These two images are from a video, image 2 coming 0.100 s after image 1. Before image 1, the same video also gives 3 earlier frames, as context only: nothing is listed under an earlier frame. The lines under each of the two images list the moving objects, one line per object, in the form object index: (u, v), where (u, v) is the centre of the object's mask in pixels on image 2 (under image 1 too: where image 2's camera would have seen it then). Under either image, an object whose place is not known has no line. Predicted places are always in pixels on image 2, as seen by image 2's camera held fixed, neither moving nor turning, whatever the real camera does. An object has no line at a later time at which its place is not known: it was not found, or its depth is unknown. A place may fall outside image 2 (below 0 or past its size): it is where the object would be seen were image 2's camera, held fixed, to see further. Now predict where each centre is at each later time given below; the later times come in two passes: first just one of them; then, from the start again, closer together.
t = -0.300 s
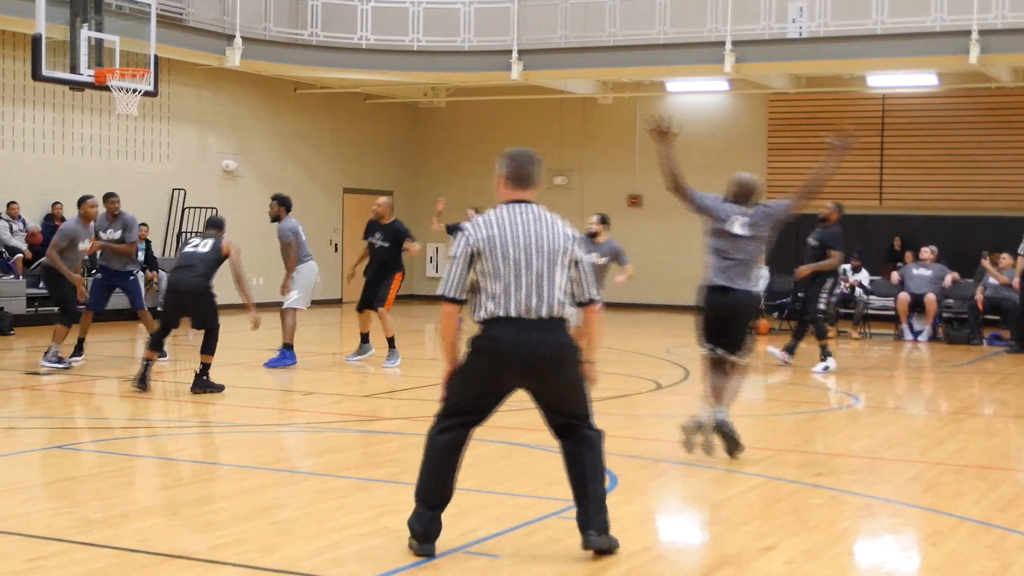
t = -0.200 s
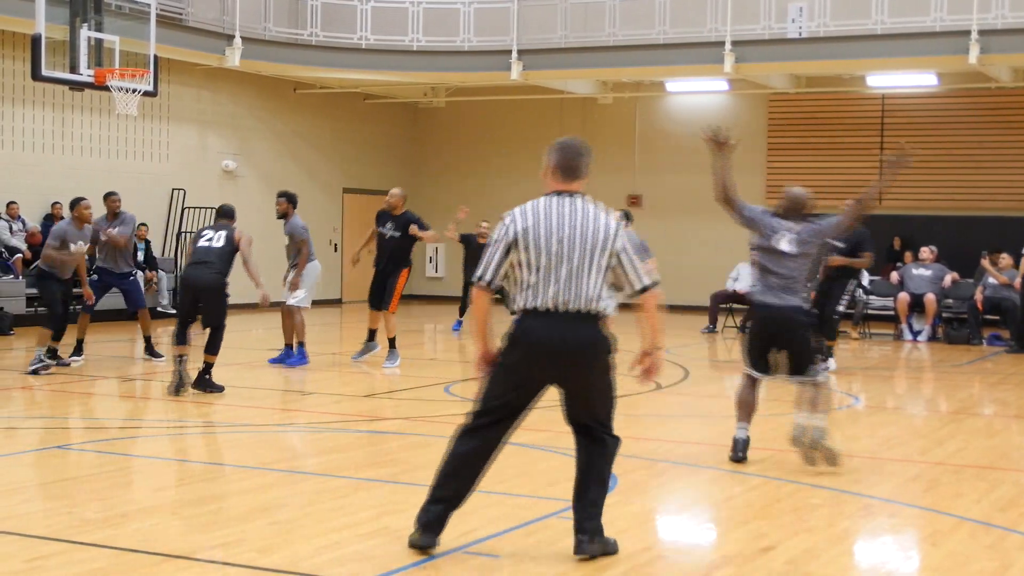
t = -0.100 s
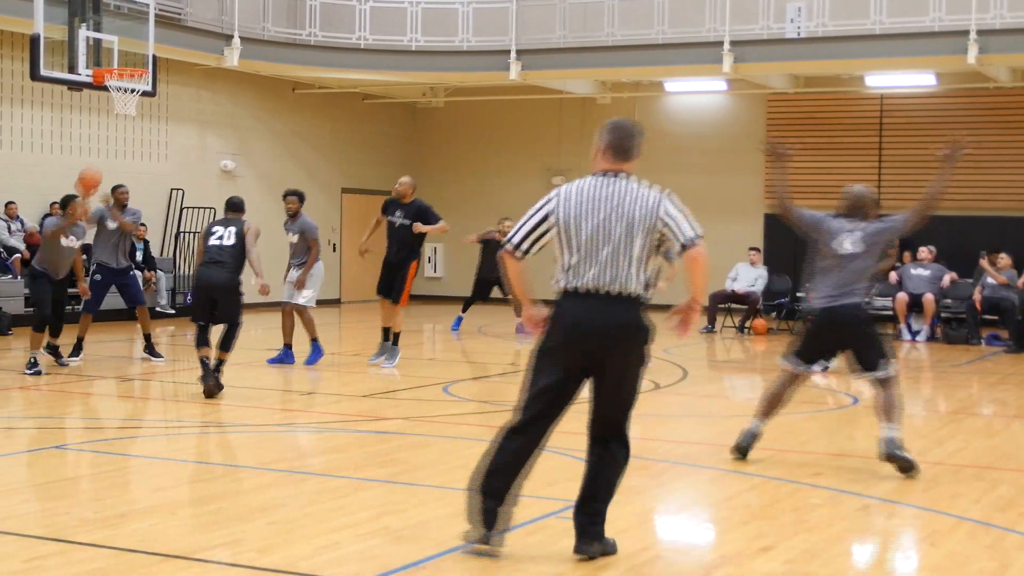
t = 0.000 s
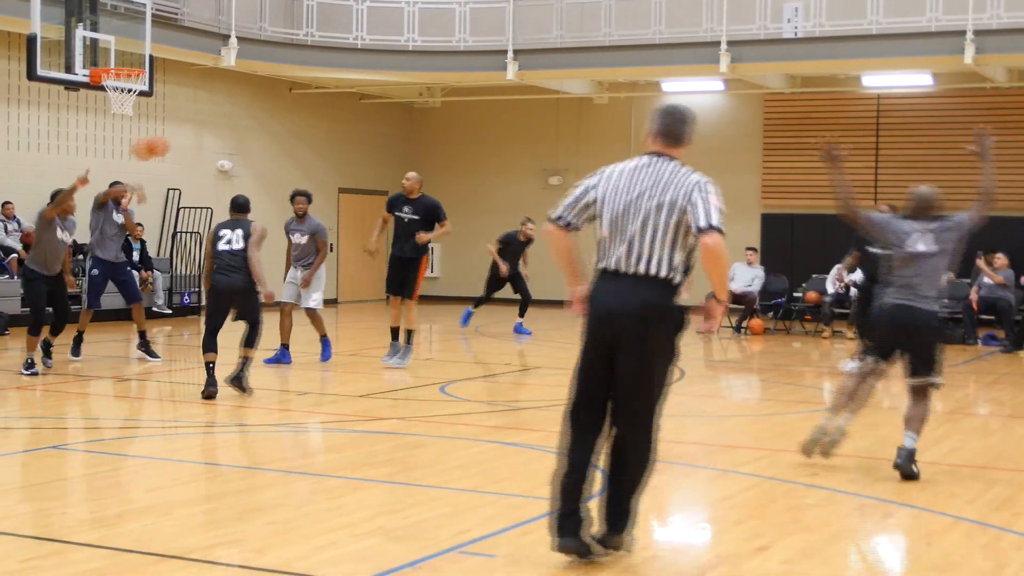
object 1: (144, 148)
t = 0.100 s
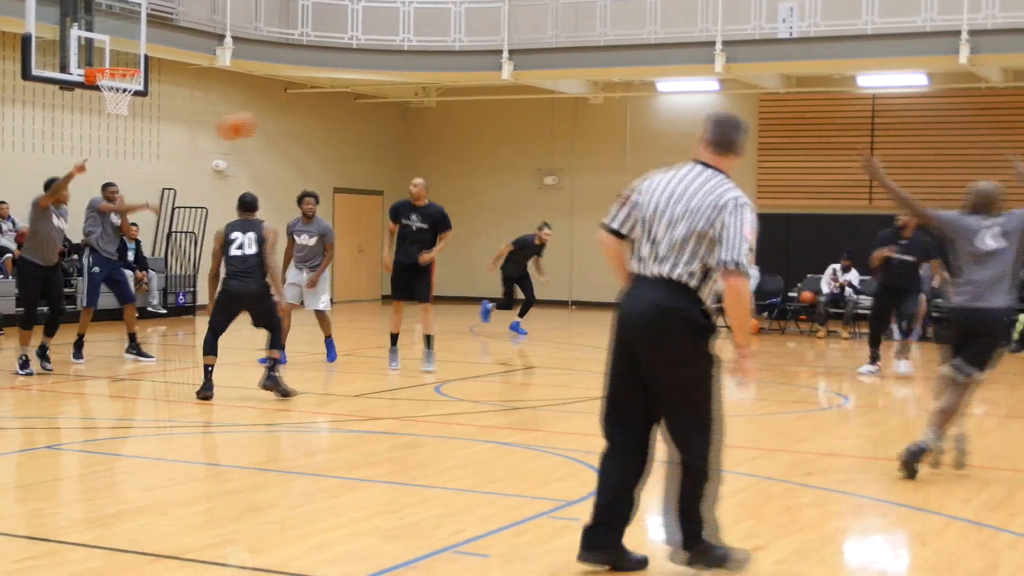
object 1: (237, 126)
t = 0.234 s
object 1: (367, 111)
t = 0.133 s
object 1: (268, 122)
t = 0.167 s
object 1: (300, 117)
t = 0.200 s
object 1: (334, 113)
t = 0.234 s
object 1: (367, 111)
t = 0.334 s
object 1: (475, 111)
